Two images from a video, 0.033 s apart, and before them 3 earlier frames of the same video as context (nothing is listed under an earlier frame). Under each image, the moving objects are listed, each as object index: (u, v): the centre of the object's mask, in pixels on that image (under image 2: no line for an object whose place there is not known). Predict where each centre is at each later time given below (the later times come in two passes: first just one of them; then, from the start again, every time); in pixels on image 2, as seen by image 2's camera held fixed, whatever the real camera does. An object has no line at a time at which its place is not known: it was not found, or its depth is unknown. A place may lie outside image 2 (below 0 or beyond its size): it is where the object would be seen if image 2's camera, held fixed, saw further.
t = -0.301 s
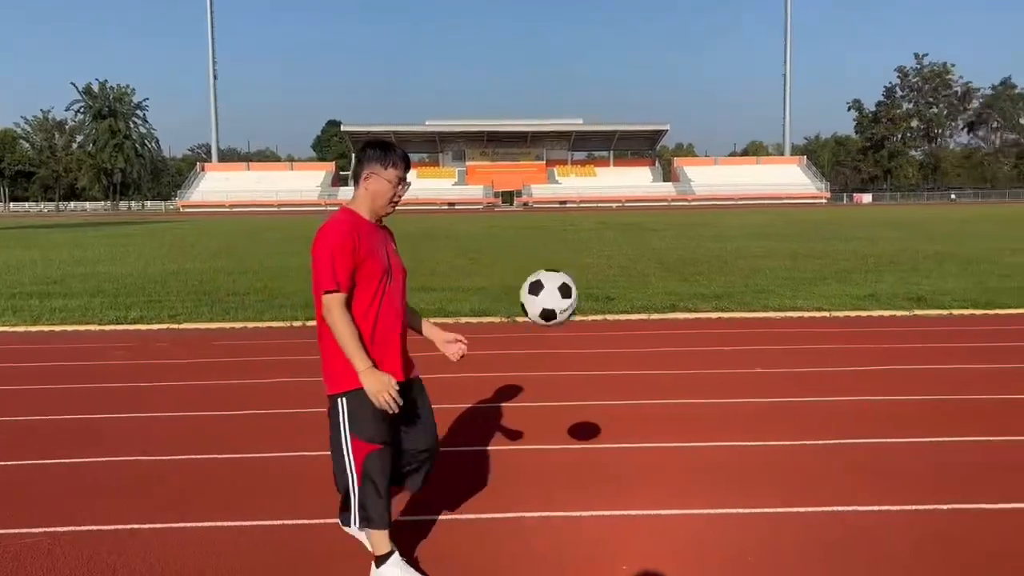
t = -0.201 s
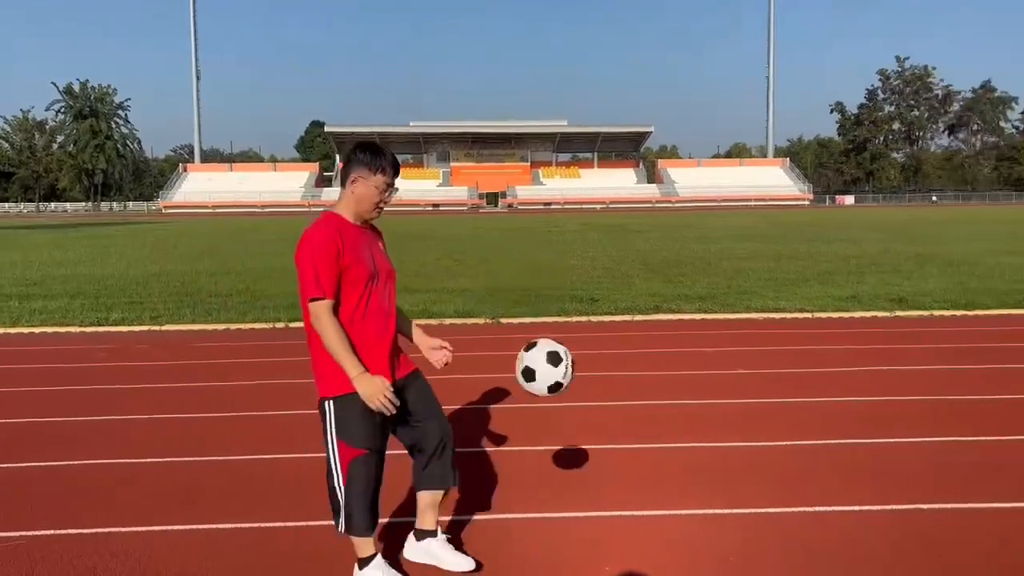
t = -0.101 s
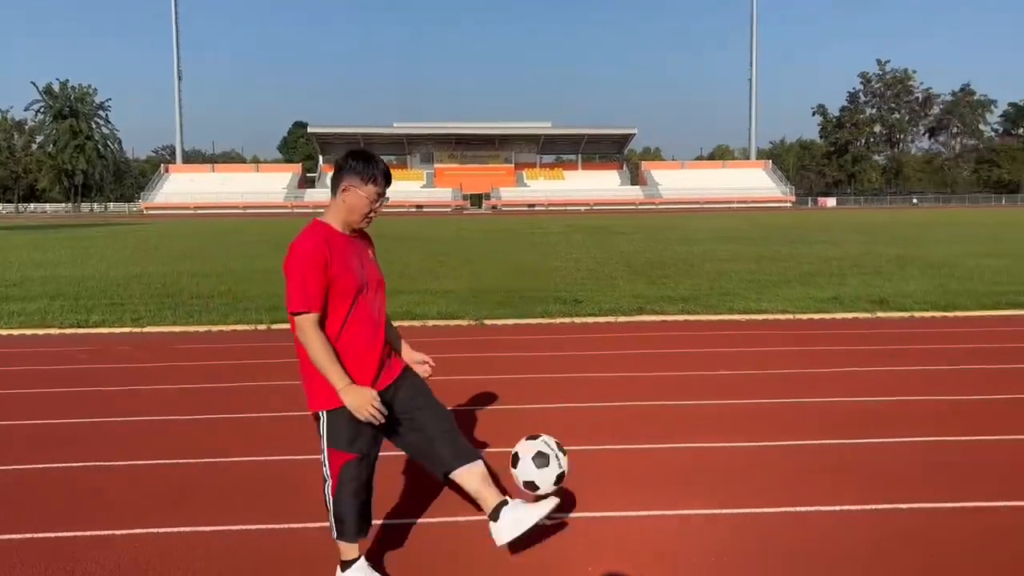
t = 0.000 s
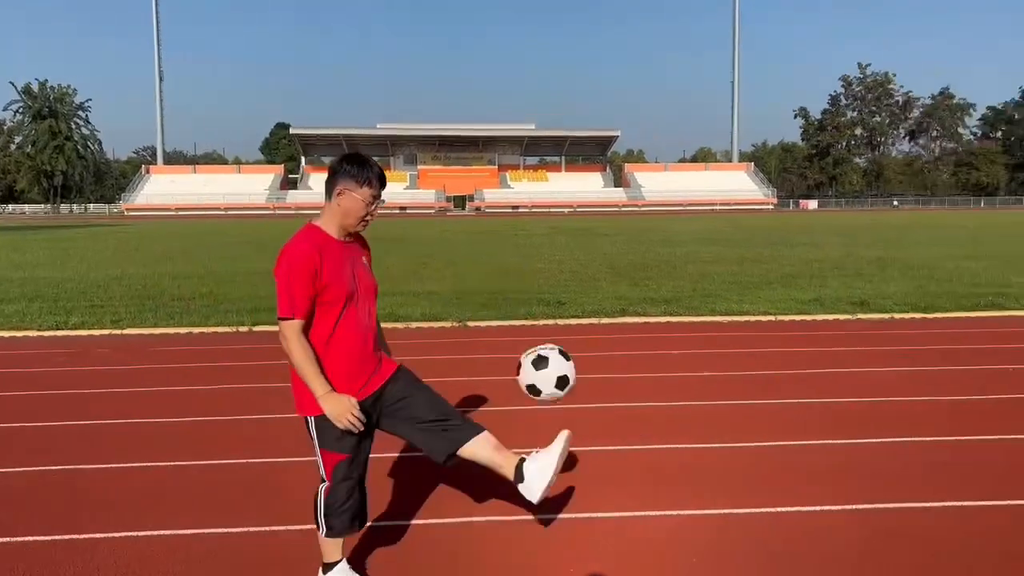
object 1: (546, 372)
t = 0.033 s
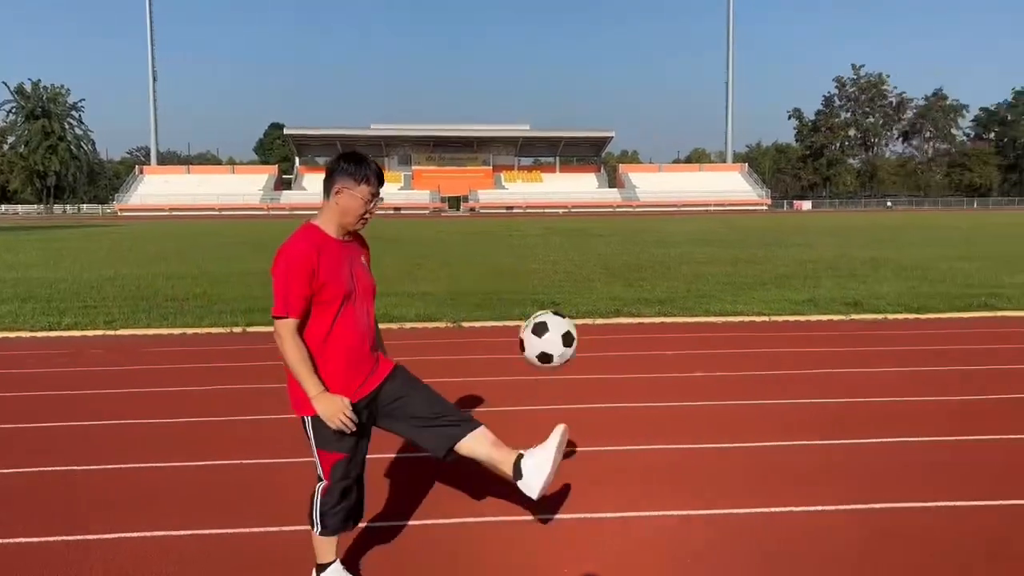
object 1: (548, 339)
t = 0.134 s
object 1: (569, 254)
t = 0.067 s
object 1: (555, 308)
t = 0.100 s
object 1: (563, 279)
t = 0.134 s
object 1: (569, 254)
